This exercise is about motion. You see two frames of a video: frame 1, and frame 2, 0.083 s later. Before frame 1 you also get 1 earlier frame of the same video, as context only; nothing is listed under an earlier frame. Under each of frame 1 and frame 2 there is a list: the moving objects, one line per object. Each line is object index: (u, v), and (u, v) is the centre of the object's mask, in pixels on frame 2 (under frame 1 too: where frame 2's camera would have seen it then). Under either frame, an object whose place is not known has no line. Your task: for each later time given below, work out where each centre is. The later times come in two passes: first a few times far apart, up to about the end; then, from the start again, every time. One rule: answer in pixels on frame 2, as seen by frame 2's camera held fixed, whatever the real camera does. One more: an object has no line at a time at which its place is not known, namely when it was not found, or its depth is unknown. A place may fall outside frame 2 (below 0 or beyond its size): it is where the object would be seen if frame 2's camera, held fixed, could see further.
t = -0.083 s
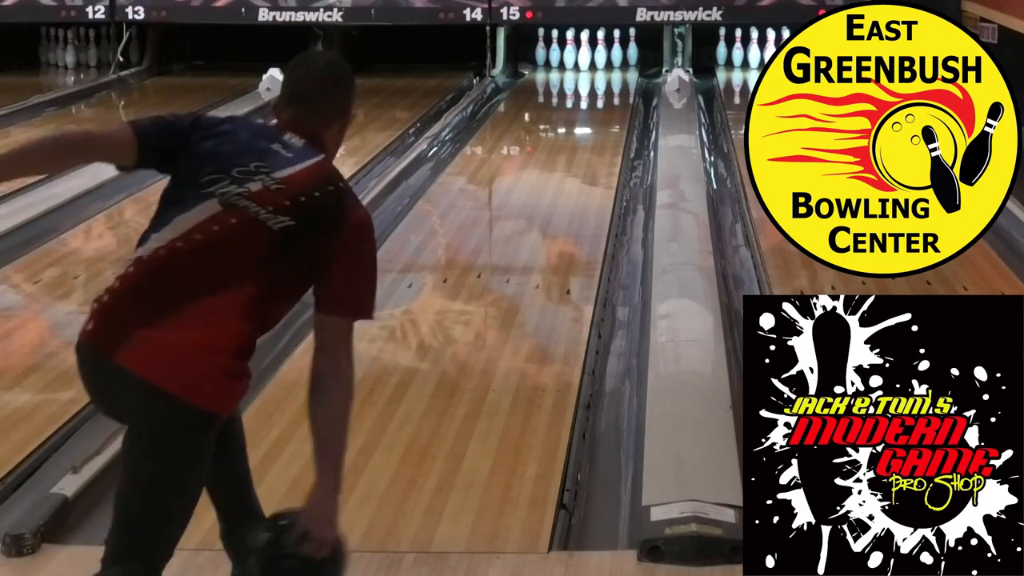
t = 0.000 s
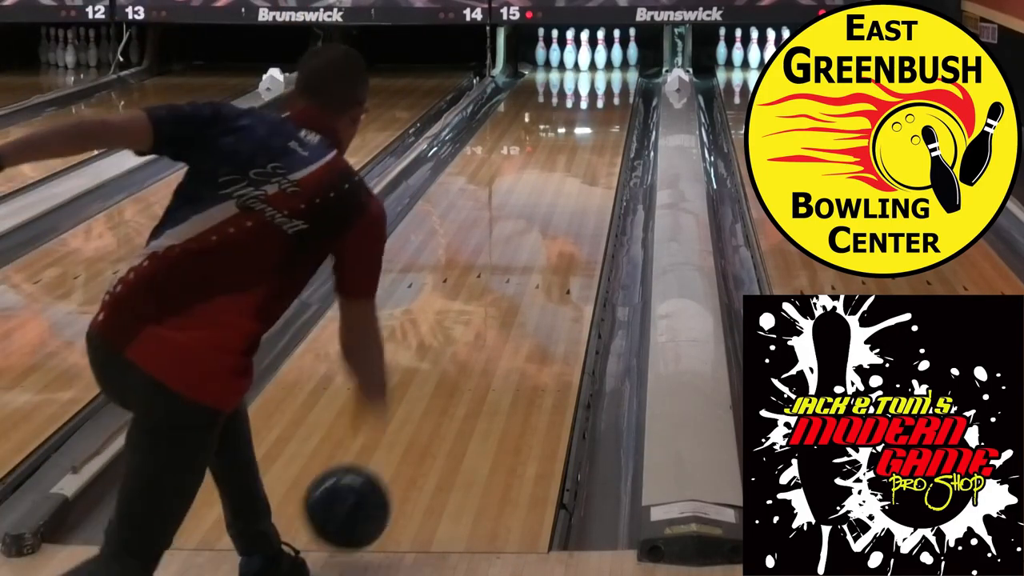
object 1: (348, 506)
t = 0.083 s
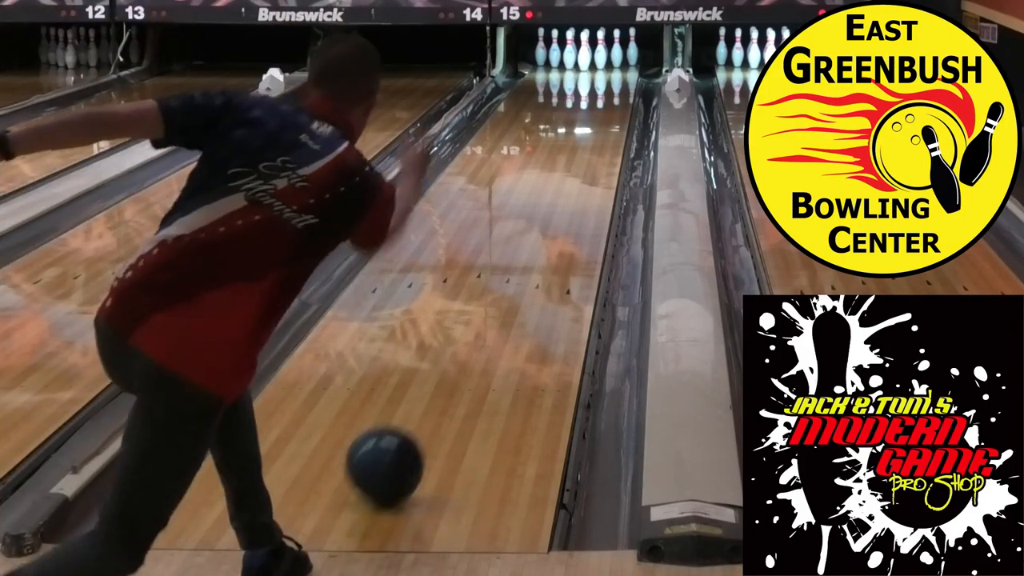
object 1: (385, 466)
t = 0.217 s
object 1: (432, 391)
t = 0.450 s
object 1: (488, 298)
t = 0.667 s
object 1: (523, 238)
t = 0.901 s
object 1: (550, 191)
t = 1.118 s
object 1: (569, 159)
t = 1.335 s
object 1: (583, 132)
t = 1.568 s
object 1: (594, 110)
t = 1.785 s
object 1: (600, 93)
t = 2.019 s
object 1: (600, 79)
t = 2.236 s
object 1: (596, 68)
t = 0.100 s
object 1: (392, 454)
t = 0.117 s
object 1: (398, 444)
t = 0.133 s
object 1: (404, 436)
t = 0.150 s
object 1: (410, 426)
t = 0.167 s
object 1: (416, 417)
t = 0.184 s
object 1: (421, 408)
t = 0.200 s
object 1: (427, 399)
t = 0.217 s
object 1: (432, 391)
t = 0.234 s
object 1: (436, 383)
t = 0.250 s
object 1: (441, 375)
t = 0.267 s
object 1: (446, 367)
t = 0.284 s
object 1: (450, 360)
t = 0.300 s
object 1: (454, 353)
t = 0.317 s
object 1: (458, 346)
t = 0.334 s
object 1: (463, 339)
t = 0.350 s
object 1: (467, 333)
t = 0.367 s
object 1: (470, 326)
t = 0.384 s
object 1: (474, 320)
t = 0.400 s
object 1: (478, 314)
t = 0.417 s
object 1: (481, 309)
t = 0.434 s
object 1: (484, 303)
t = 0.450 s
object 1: (488, 298)
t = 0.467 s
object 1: (491, 292)
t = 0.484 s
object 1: (494, 287)
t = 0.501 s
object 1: (497, 282)
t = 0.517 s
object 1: (500, 277)
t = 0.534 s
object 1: (503, 272)
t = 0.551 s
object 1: (505, 268)
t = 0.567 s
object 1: (508, 263)
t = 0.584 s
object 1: (511, 259)
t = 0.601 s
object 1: (513, 254)
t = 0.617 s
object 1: (516, 250)
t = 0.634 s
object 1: (518, 246)
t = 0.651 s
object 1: (521, 242)
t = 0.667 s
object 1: (523, 238)
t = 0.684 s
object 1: (525, 234)
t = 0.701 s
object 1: (527, 230)
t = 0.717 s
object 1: (529, 227)
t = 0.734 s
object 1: (531, 223)
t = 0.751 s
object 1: (534, 219)
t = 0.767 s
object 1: (536, 216)
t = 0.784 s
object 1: (538, 212)
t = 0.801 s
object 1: (540, 209)
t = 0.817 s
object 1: (542, 206)
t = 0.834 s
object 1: (543, 203)
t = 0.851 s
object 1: (545, 200)
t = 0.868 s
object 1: (547, 197)
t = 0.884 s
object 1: (548, 194)
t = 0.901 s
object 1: (550, 191)
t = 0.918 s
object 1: (552, 188)
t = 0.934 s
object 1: (553, 185)
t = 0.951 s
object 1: (555, 183)
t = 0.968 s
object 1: (556, 180)
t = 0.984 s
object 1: (558, 177)
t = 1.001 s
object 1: (560, 175)
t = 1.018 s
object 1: (561, 172)
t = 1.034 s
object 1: (562, 170)
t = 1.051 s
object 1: (564, 168)
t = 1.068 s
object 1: (565, 165)
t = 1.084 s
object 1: (566, 163)
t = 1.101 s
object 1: (568, 161)
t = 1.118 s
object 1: (569, 159)
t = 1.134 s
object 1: (570, 157)
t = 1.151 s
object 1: (571, 155)
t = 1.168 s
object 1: (573, 152)
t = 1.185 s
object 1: (574, 150)
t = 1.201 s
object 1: (575, 148)
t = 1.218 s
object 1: (576, 146)
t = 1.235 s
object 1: (577, 144)
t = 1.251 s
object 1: (579, 142)
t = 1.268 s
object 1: (579, 140)
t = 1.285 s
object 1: (580, 138)
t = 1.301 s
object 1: (581, 136)
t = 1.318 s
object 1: (582, 134)
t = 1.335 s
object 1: (583, 132)
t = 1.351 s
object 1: (584, 131)
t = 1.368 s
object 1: (585, 129)
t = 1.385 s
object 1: (586, 128)
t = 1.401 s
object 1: (587, 126)
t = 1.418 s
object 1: (588, 124)
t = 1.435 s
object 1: (588, 122)
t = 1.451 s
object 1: (589, 121)
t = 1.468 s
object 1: (590, 119)
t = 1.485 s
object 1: (590, 117)
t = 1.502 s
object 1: (591, 116)
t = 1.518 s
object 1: (591, 115)
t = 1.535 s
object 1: (592, 113)
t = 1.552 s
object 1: (593, 112)
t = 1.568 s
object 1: (594, 110)
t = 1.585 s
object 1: (594, 109)
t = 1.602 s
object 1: (595, 107)
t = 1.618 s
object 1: (595, 106)
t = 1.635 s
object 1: (596, 105)
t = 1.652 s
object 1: (597, 104)
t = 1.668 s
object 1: (598, 102)
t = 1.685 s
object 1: (598, 101)
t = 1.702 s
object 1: (599, 99)
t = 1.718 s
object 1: (599, 98)
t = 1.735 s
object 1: (599, 97)
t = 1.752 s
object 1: (599, 96)
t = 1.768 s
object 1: (599, 95)
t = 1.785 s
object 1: (600, 93)
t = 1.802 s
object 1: (600, 92)
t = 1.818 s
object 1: (600, 91)
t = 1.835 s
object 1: (600, 90)
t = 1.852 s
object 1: (600, 89)
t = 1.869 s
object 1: (600, 88)
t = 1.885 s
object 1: (600, 87)
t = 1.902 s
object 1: (601, 86)
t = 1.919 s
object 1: (601, 84)
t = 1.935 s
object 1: (601, 84)
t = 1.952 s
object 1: (601, 83)
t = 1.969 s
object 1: (601, 82)
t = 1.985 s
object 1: (601, 82)
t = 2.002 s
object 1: (600, 80)
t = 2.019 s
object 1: (600, 79)
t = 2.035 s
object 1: (601, 78)
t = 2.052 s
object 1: (600, 77)
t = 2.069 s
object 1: (600, 76)
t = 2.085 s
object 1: (599, 76)
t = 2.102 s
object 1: (599, 75)
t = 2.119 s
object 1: (599, 74)
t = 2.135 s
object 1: (599, 73)
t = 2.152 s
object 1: (598, 72)
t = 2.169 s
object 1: (598, 71)
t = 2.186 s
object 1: (598, 70)
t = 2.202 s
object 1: (597, 69)
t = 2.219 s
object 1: (597, 69)
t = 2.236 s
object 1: (596, 68)
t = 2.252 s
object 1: (595, 67)
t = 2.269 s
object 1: (595, 66)
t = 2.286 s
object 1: (594, 65)
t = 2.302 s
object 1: (594, 65)
